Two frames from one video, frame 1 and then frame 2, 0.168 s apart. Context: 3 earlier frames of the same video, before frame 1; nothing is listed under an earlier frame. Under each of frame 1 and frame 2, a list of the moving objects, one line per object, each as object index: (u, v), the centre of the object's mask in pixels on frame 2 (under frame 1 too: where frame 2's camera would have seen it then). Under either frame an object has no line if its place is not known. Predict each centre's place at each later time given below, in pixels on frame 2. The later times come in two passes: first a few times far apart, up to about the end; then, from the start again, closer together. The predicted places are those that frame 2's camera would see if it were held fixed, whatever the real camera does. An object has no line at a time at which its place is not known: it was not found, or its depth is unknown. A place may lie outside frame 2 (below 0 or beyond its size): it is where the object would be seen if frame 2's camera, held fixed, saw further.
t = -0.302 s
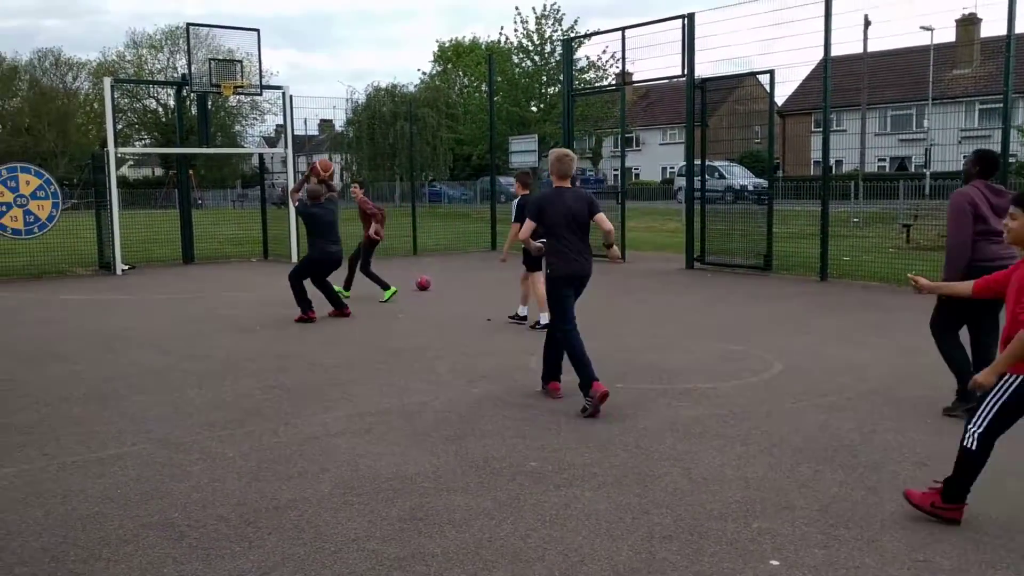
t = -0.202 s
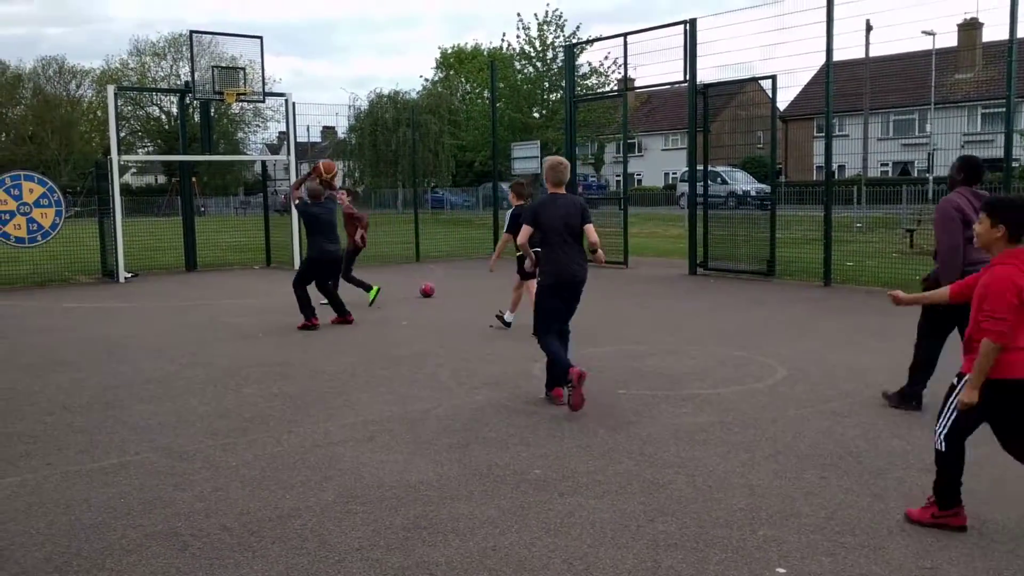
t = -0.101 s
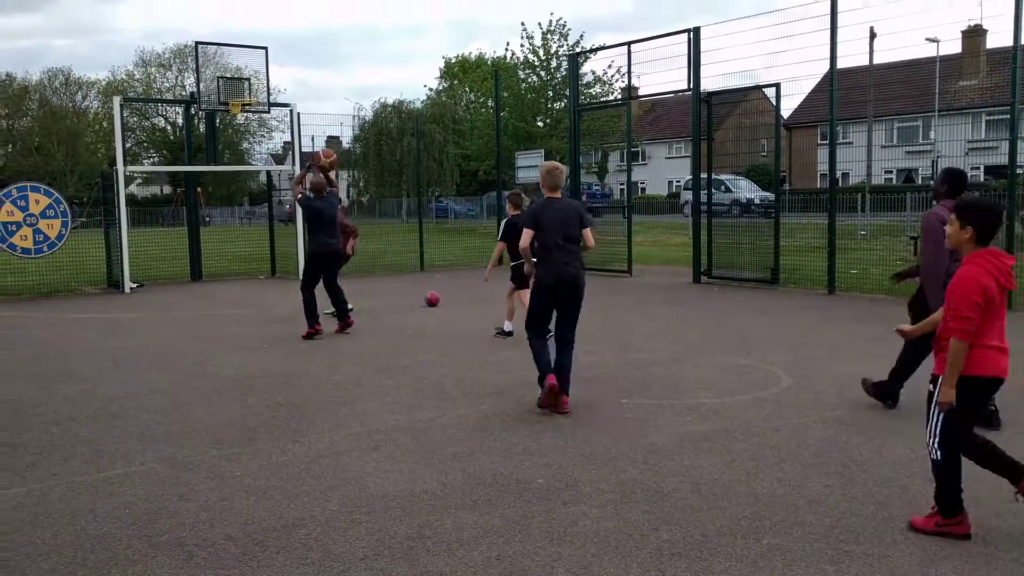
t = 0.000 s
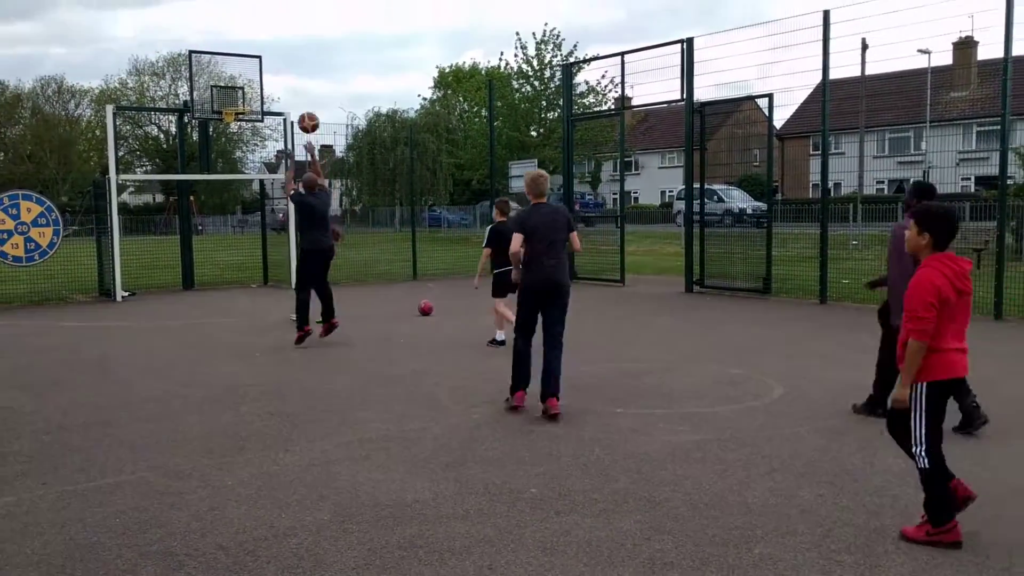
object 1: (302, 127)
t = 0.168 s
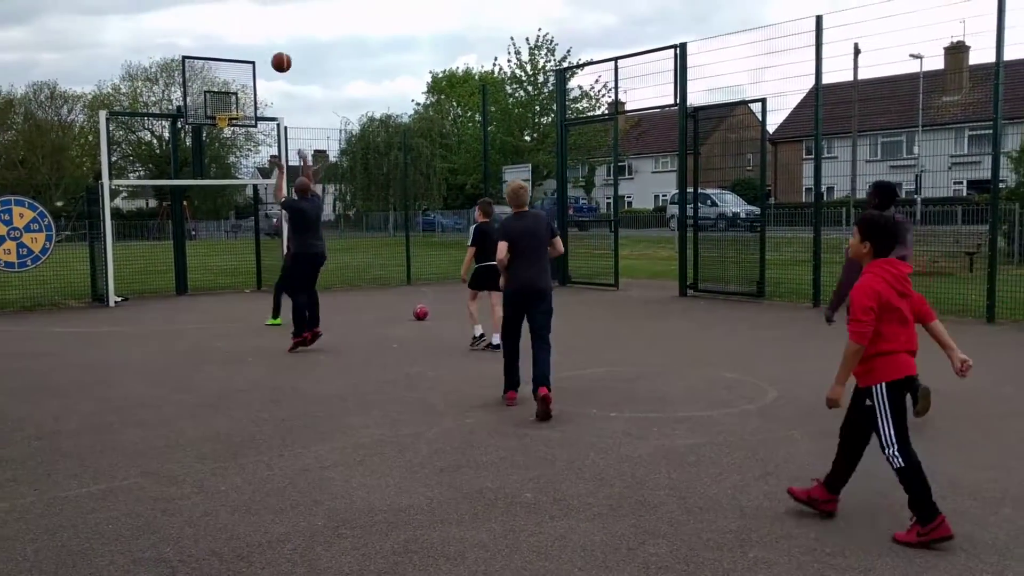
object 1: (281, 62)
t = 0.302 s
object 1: (266, 32)
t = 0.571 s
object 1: (242, 23)
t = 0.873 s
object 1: (222, 55)
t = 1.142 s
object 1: (207, 129)
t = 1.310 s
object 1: (199, 192)
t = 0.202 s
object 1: (277, 53)
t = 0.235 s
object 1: (273, 45)
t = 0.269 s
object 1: (269, 38)
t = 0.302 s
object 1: (266, 32)
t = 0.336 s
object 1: (263, 27)
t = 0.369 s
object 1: (259, 23)
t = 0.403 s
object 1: (256, 19)
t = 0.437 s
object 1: (253, 18)
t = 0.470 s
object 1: (251, 19)
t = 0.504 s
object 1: (248, 20)
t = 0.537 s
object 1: (245, 21)
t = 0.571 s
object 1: (242, 23)
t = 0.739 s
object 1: (230, 32)
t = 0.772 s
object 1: (227, 36)
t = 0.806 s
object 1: (225, 42)
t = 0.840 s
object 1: (223, 48)
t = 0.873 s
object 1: (222, 55)
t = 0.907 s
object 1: (220, 63)
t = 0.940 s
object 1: (218, 71)
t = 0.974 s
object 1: (216, 81)
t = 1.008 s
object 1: (214, 89)
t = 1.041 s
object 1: (212, 99)
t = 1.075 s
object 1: (210, 110)
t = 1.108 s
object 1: (208, 120)
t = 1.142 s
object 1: (207, 129)
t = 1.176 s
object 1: (204, 141)
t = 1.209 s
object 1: (203, 154)
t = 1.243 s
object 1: (202, 165)
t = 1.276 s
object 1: (201, 179)
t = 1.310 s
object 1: (199, 192)
